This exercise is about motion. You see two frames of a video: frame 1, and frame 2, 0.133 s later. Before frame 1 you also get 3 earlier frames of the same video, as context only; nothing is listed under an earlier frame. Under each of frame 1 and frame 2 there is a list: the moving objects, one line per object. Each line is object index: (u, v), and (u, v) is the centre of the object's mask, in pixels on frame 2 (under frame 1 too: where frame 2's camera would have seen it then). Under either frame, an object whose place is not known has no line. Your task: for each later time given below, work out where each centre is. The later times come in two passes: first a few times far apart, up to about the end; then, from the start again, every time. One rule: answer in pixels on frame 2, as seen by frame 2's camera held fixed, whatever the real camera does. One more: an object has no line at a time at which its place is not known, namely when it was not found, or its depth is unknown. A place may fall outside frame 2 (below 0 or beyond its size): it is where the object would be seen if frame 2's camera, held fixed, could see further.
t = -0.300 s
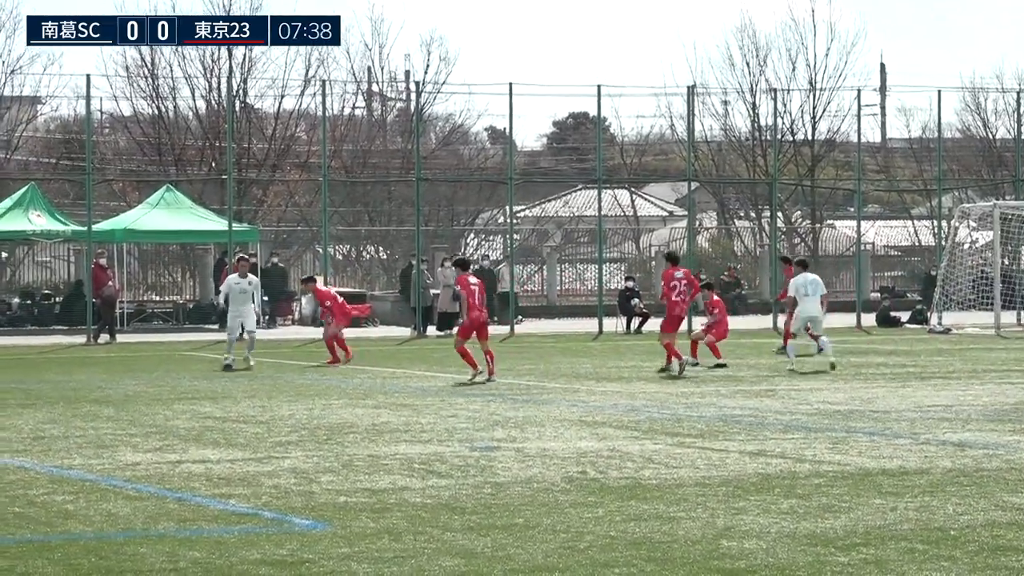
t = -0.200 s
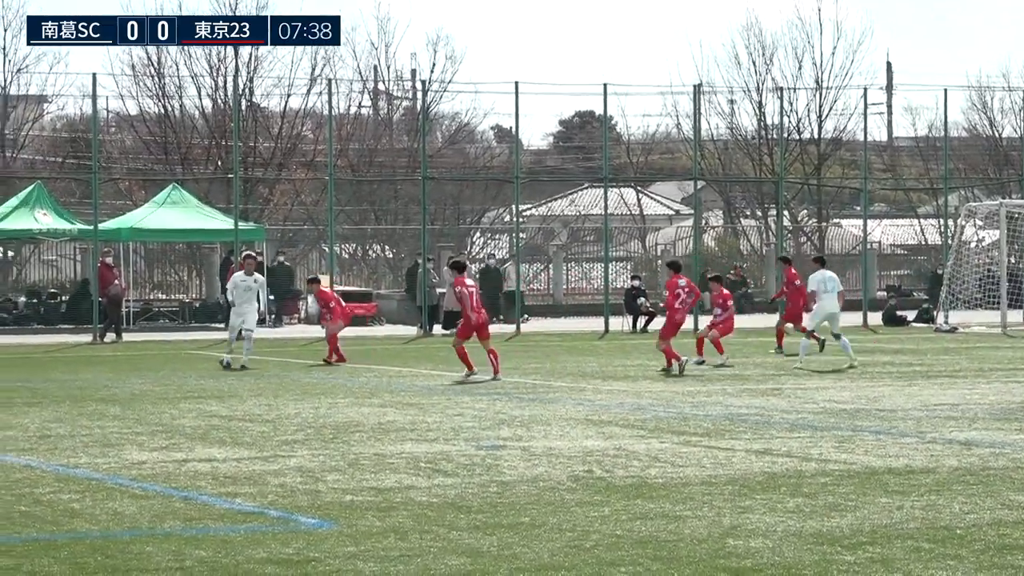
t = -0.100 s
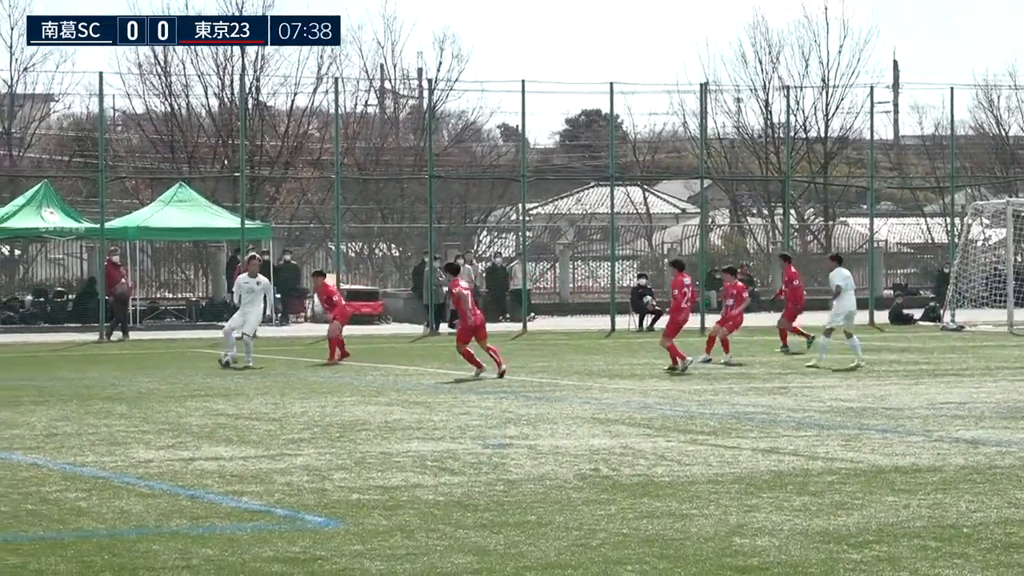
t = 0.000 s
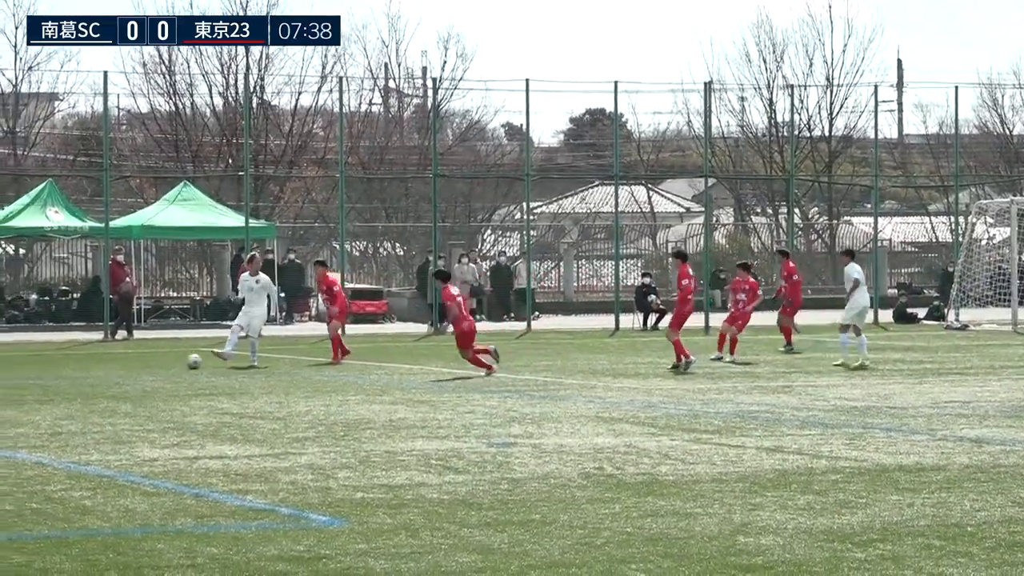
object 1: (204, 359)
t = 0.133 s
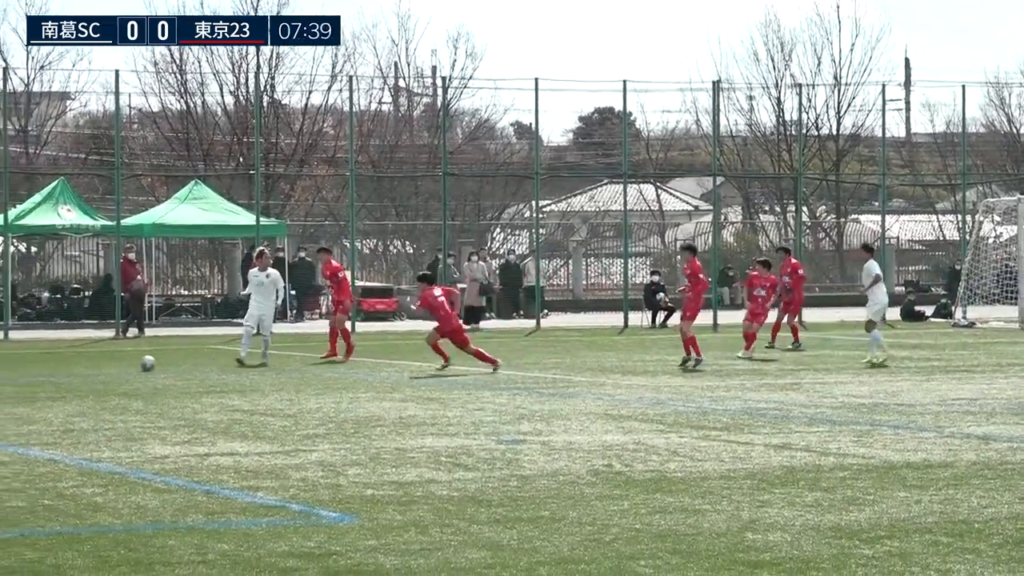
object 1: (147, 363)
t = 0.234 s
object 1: (104, 368)
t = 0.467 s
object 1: (6, 375)
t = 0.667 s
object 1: (-77, 382)
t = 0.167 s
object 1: (133, 364)
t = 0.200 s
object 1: (119, 365)
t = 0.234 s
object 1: (104, 368)
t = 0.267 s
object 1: (90, 369)
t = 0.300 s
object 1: (76, 371)
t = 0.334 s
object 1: (62, 372)
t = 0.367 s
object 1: (48, 374)
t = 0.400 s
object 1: (33, 376)
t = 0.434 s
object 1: (20, 376)
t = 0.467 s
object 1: (6, 375)
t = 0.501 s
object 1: (-8, 377)
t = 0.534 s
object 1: (-22, 379)
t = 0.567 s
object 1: (-37, 380)
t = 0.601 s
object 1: (-50, 380)
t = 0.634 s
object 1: (-63, 381)
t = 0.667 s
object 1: (-77, 382)
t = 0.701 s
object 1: (-91, 383)
